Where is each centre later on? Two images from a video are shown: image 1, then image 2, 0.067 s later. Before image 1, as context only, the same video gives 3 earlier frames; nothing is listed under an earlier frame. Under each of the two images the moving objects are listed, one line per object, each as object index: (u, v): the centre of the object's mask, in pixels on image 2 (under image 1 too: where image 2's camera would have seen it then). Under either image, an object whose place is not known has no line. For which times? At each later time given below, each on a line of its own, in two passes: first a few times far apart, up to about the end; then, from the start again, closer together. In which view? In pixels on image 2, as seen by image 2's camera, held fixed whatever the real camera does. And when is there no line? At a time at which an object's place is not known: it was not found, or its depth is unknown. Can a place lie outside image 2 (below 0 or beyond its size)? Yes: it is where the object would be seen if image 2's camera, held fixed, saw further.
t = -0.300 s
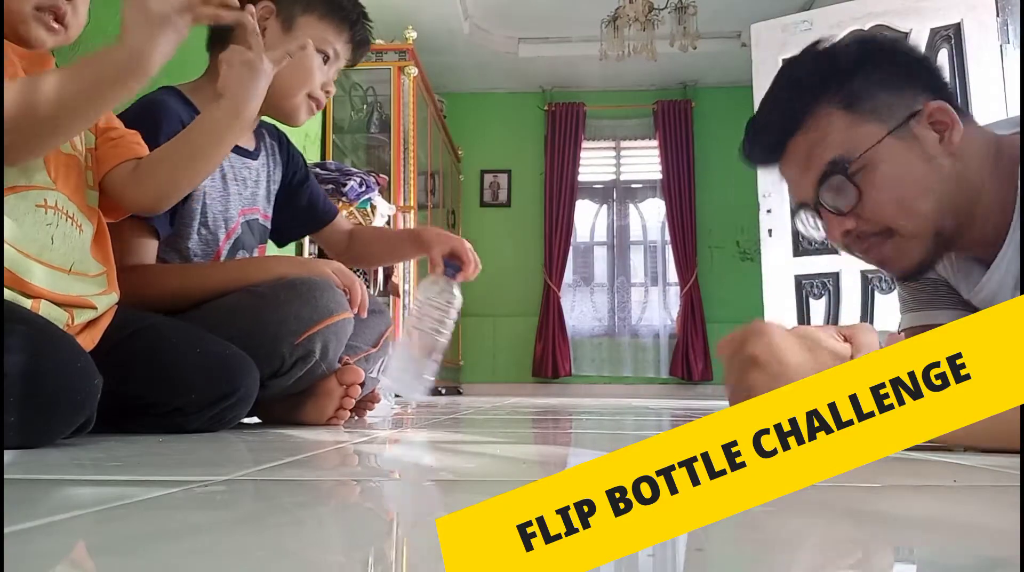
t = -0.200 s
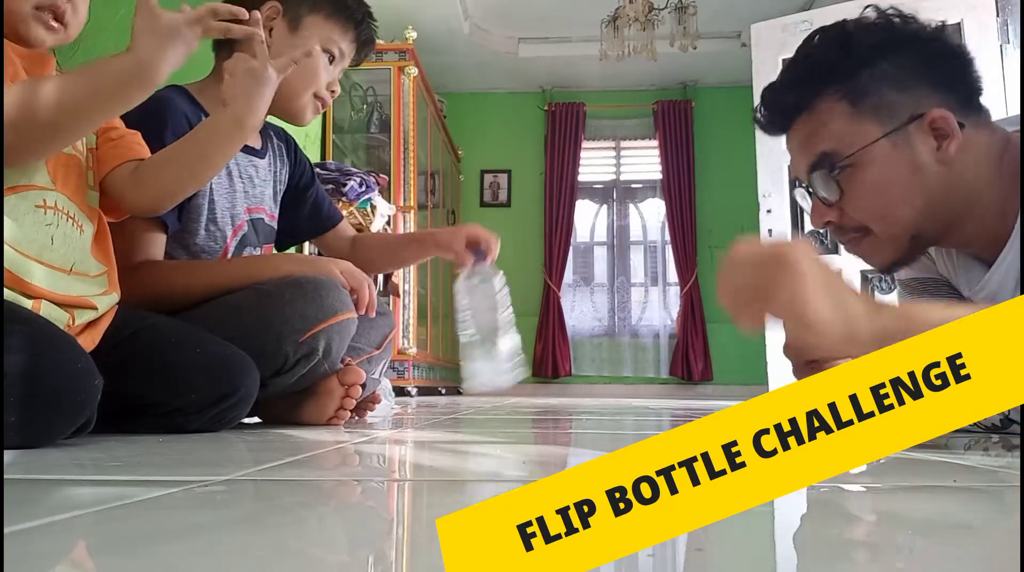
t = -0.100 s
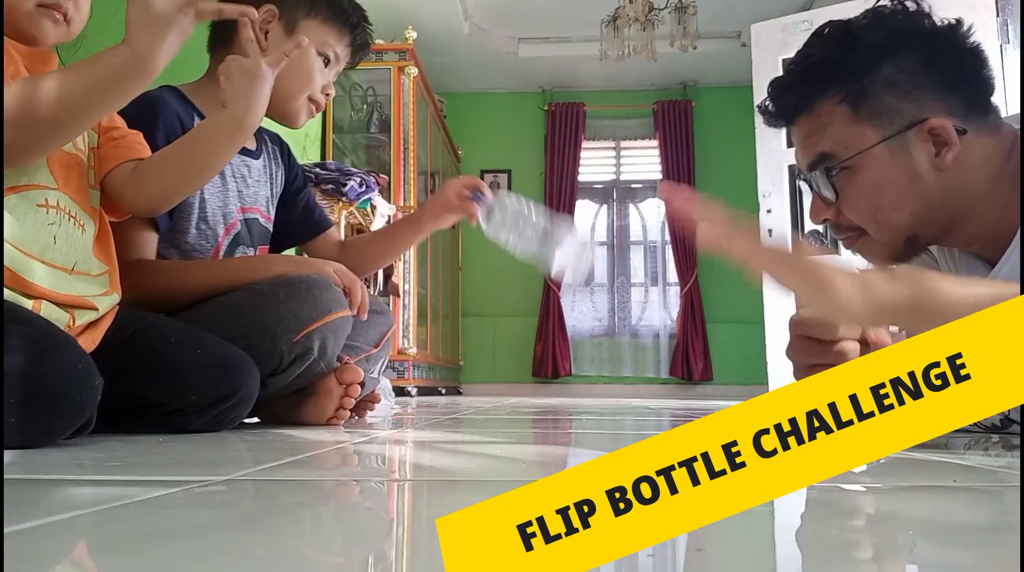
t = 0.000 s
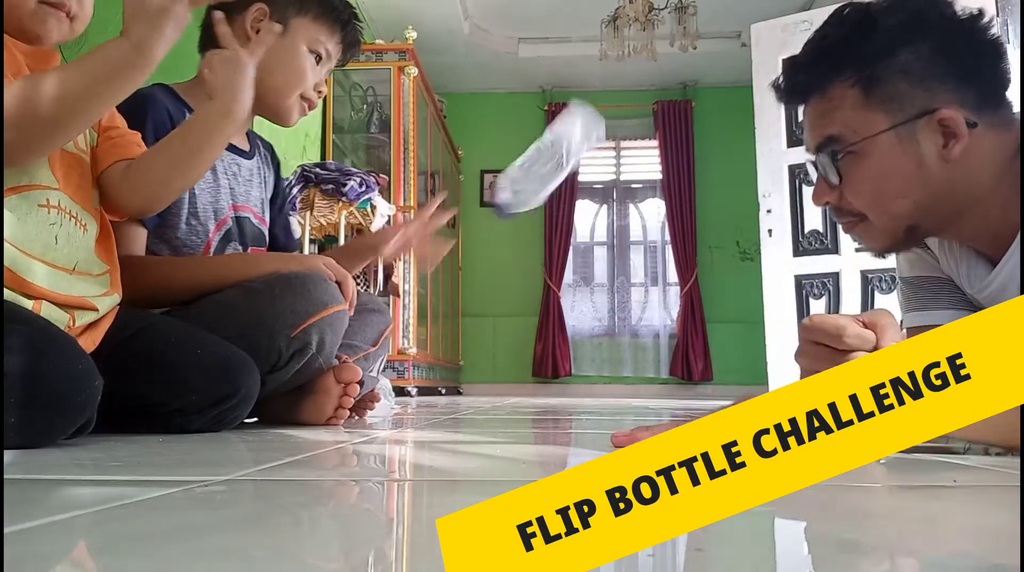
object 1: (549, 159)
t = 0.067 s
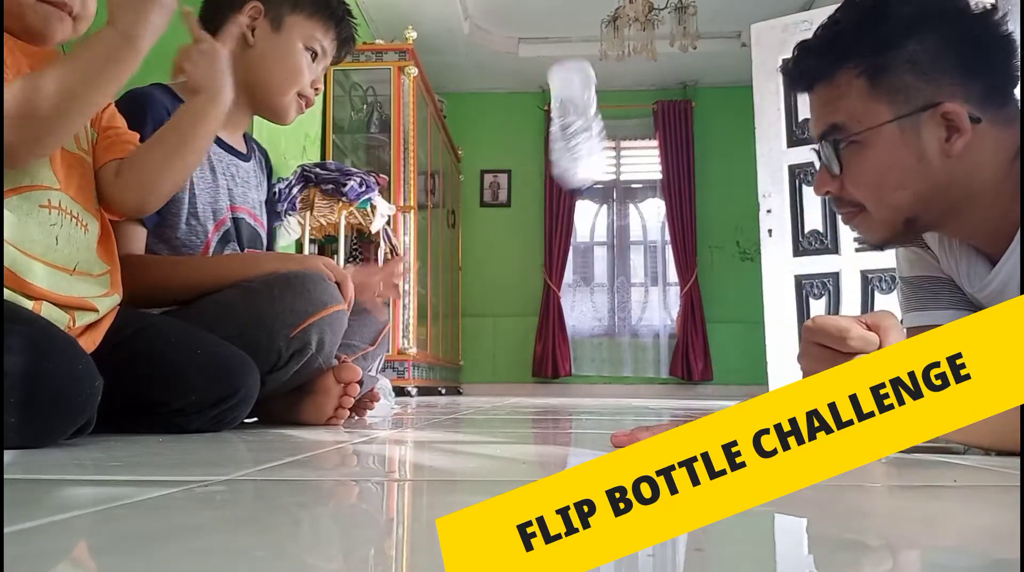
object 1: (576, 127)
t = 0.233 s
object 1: (603, 113)
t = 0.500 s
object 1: (578, 349)
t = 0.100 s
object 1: (588, 110)
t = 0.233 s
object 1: (603, 113)
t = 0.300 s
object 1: (596, 166)
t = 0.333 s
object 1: (591, 215)
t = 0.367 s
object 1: (592, 266)
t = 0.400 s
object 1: (592, 326)
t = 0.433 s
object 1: (587, 348)
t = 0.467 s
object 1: (583, 350)
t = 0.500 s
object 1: (578, 349)
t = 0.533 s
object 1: (574, 350)
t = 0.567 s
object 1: (572, 351)
